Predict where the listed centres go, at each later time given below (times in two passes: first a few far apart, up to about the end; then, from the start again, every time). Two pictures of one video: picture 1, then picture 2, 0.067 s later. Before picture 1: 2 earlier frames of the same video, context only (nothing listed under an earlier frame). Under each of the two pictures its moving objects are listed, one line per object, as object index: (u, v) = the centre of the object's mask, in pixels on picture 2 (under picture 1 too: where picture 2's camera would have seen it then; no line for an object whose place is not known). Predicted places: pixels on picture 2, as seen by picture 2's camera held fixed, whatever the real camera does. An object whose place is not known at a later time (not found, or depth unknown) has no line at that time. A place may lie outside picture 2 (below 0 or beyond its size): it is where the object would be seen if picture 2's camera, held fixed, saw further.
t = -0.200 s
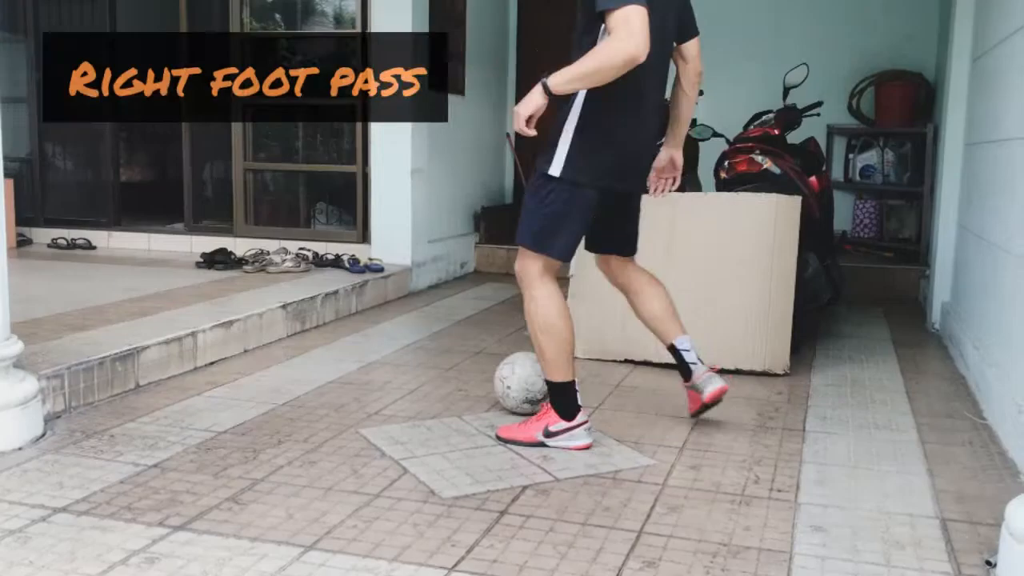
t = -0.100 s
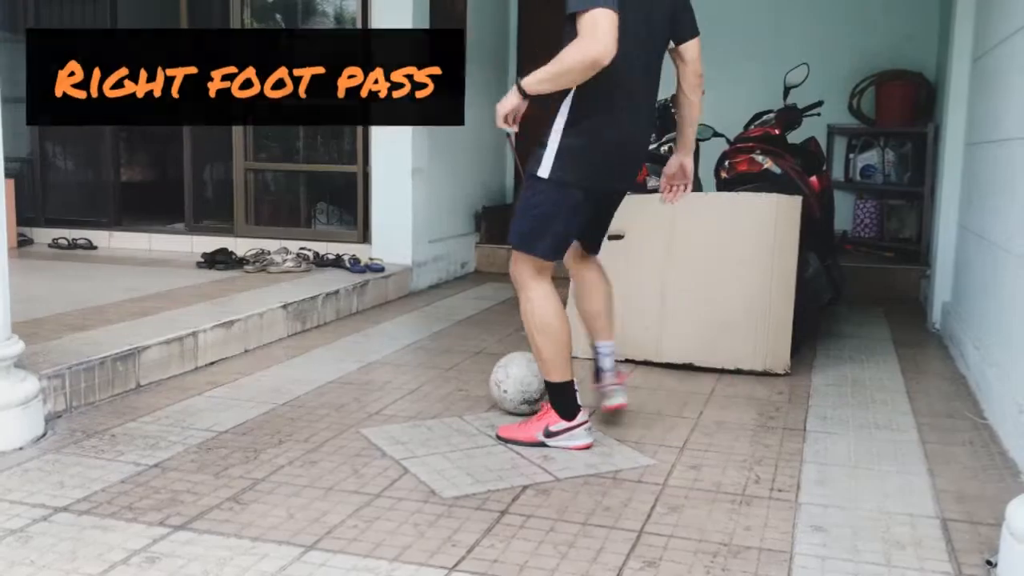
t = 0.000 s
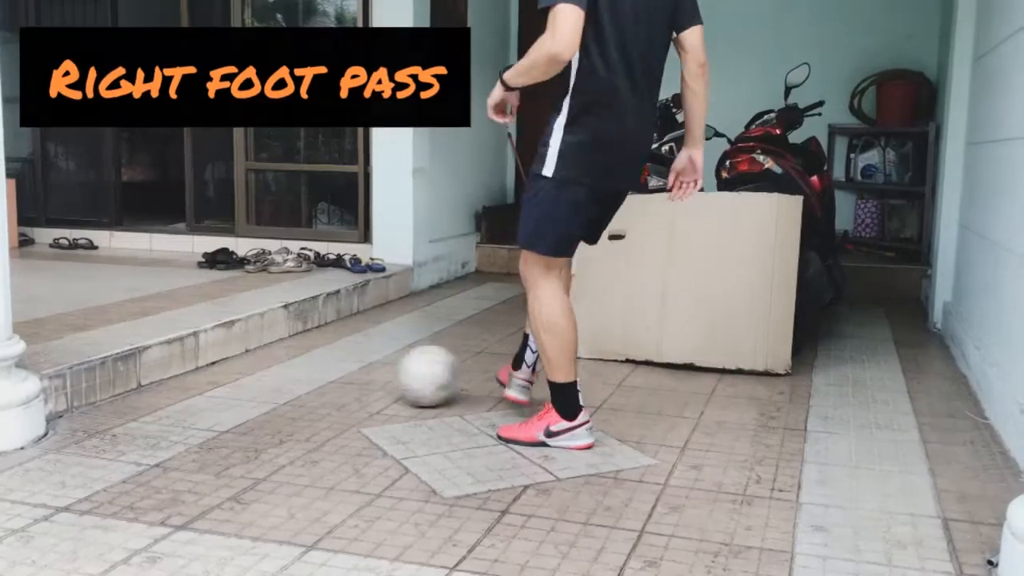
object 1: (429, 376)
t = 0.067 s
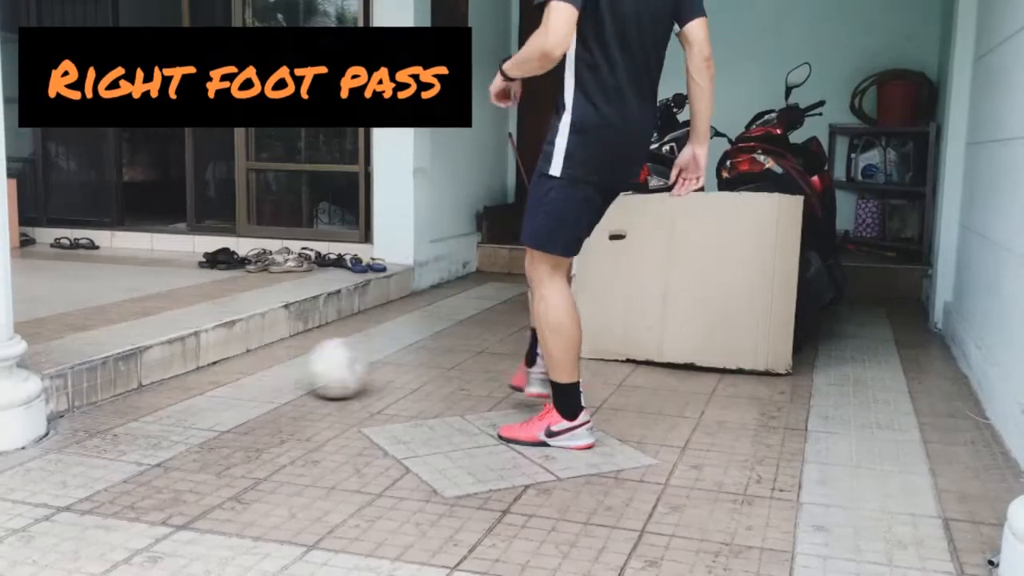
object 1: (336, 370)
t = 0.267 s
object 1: (215, 353)
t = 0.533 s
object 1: (364, 375)
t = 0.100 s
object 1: (294, 367)
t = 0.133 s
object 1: (255, 364)
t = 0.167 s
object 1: (217, 360)
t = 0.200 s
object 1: (180, 358)
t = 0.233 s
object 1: (195, 355)
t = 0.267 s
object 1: (215, 353)
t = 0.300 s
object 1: (237, 357)
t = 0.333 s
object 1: (259, 363)
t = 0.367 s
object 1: (279, 366)
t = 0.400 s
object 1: (297, 367)
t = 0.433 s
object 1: (315, 369)
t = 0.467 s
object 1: (333, 372)
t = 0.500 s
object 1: (349, 373)
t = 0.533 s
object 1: (364, 375)
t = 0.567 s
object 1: (378, 377)
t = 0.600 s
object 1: (392, 378)
